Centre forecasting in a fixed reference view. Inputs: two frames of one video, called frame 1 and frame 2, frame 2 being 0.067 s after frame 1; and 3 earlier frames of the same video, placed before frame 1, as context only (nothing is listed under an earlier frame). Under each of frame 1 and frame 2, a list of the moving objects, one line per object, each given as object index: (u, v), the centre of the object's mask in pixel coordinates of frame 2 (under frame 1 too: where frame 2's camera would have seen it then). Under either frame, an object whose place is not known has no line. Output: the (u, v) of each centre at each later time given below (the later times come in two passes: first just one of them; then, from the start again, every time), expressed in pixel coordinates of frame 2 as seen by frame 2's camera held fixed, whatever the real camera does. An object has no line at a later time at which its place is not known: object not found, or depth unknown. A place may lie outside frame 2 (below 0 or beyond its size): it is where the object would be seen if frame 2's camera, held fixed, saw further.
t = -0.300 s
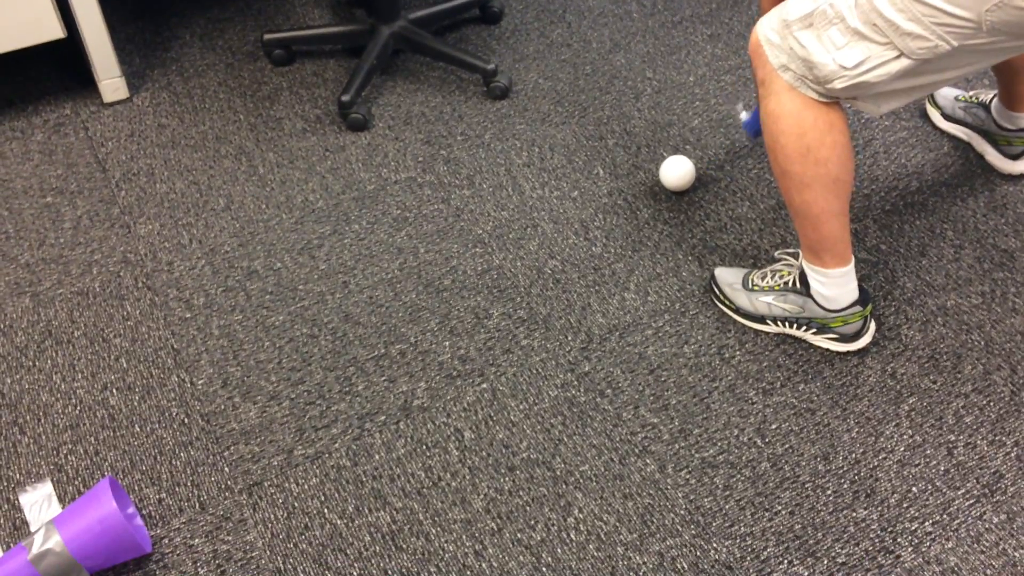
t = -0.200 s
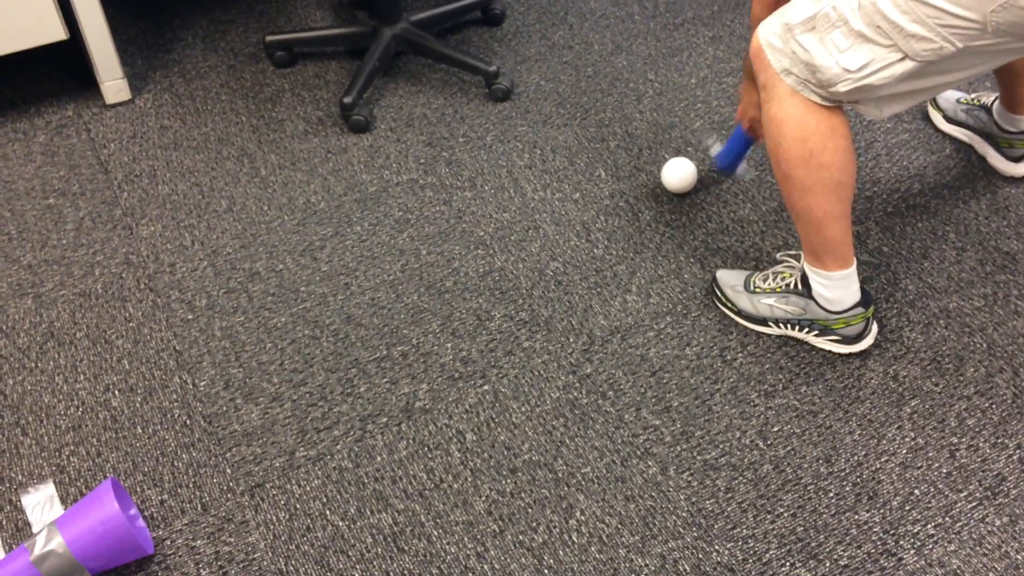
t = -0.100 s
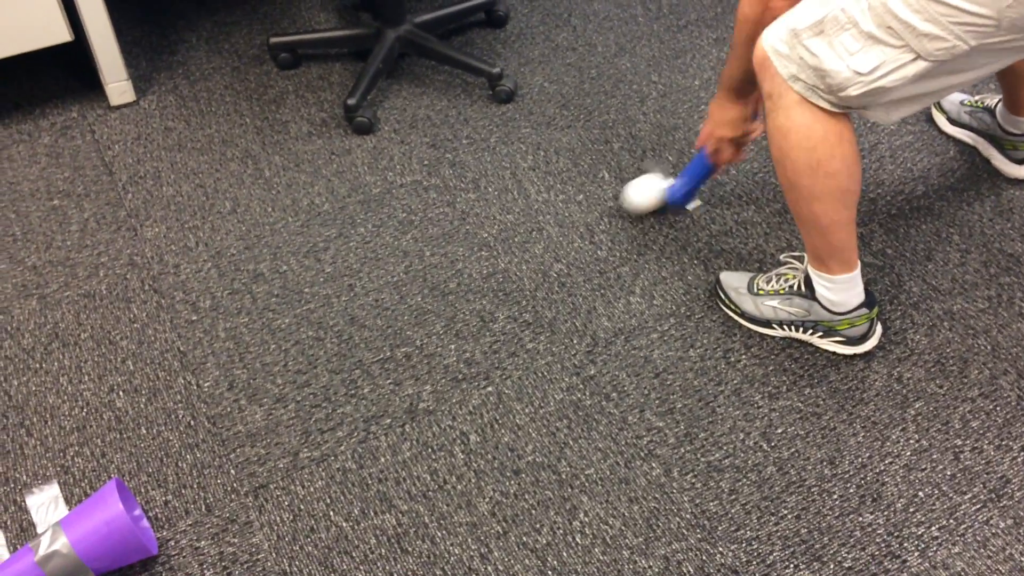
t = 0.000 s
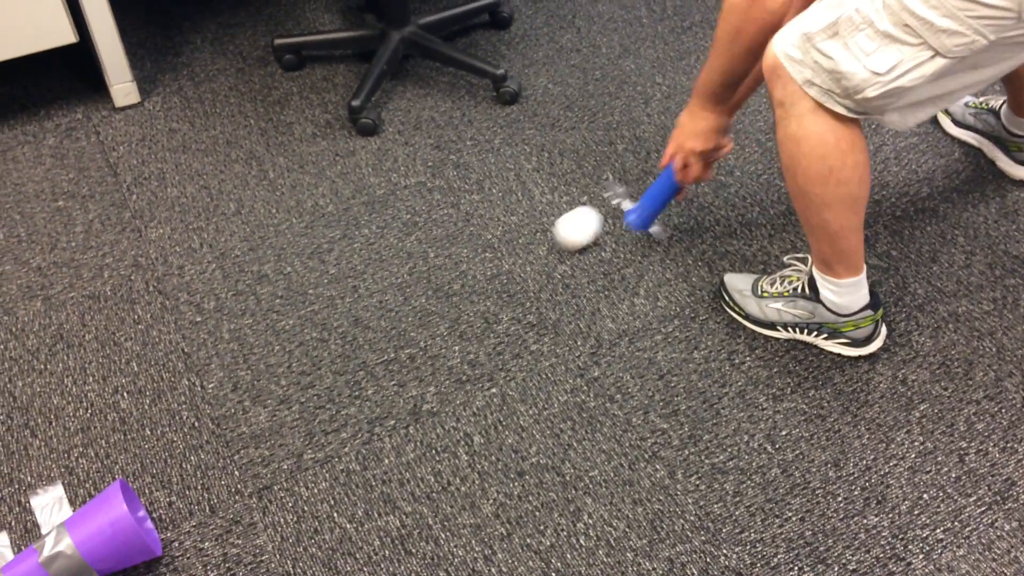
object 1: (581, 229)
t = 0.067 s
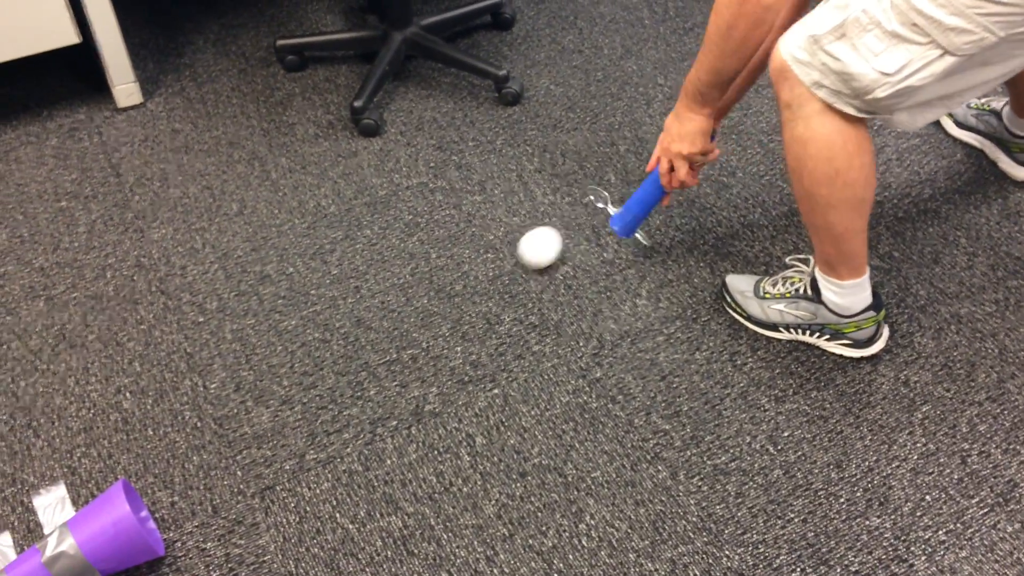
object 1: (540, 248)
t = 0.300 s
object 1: (413, 310)
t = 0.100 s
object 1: (522, 257)
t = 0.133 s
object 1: (504, 265)
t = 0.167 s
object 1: (486, 273)
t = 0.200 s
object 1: (467, 283)
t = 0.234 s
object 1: (450, 292)
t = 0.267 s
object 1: (432, 302)
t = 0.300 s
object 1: (413, 310)
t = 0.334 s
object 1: (395, 320)
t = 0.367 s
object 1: (376, 330)
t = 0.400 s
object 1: (357, 340)
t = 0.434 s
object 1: (337, 351)
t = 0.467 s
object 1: (318, 361)
